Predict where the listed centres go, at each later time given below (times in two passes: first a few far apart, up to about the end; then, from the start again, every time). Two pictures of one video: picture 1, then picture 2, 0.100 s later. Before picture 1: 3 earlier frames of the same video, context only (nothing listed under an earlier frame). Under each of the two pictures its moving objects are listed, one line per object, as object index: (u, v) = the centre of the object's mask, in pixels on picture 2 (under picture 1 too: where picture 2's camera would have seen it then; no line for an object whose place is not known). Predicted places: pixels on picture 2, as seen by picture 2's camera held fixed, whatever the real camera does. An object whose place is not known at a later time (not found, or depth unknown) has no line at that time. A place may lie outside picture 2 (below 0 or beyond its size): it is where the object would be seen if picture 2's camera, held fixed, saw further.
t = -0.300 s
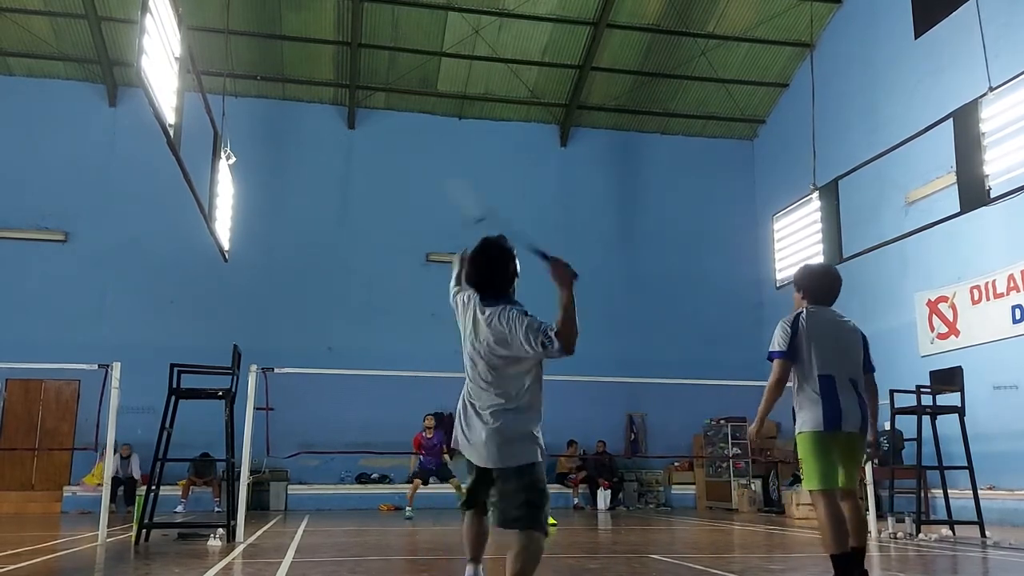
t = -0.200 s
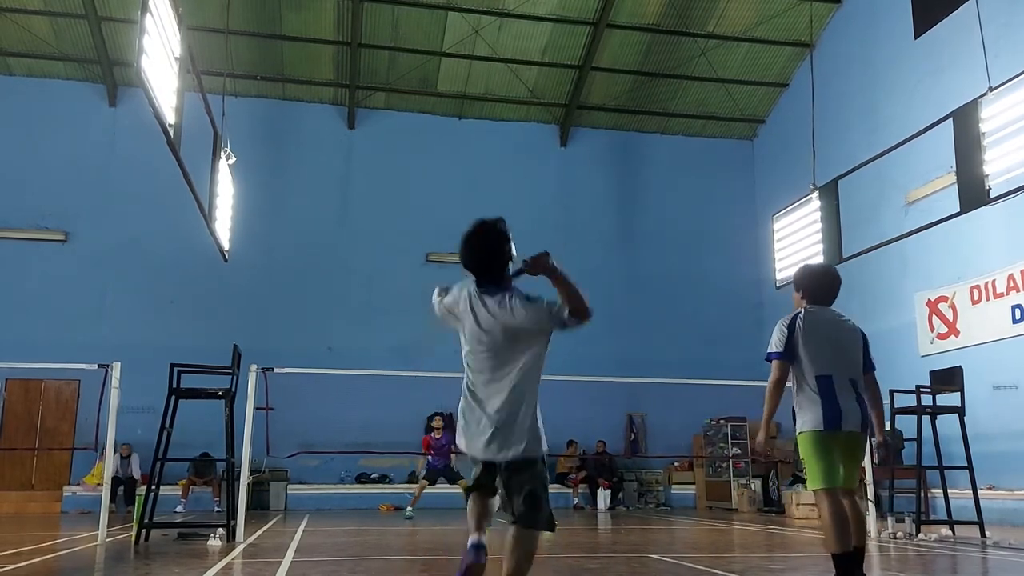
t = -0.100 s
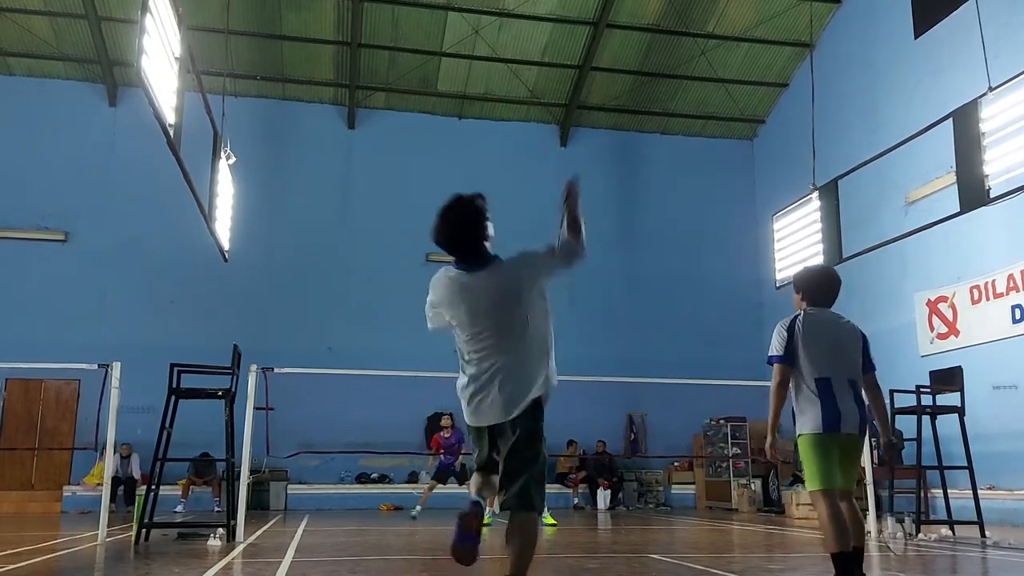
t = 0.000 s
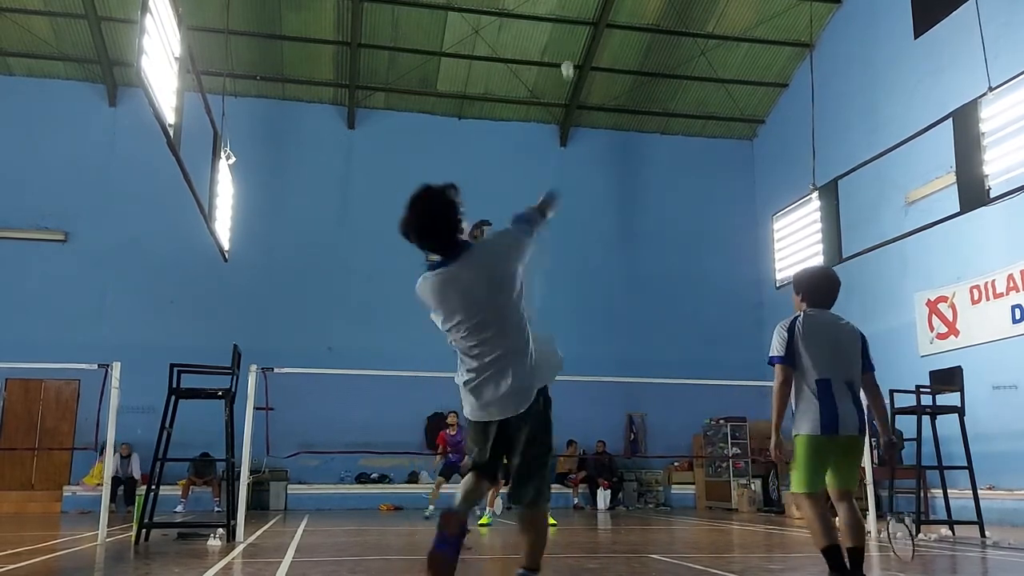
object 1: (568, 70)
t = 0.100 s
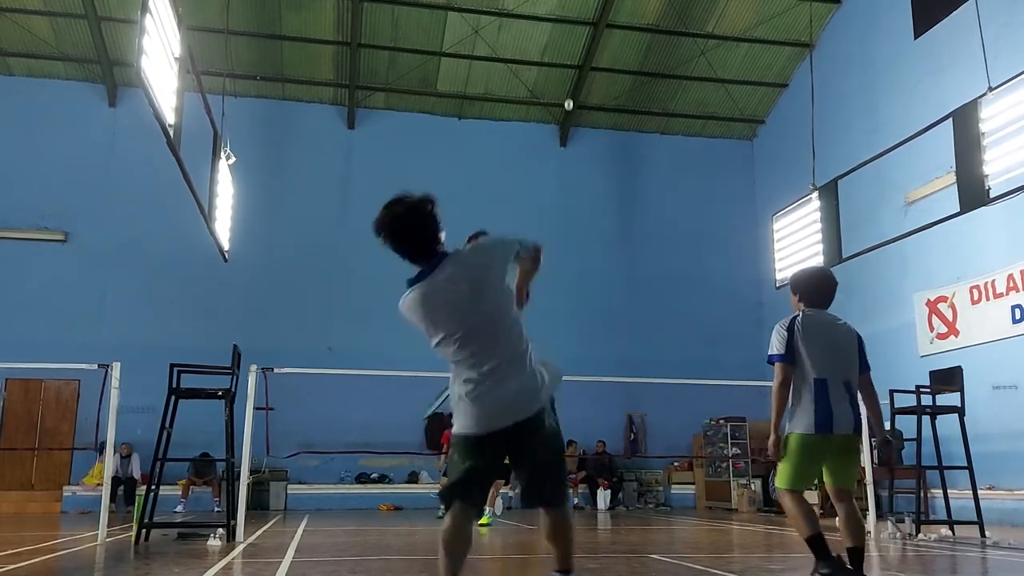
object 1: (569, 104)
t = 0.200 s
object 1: (568, 124)
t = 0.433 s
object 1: (570, 166)
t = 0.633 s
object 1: (572, 210)
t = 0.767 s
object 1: (574, 244)
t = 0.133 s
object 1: (568, 111)
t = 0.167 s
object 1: (568, 118)
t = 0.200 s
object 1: (568, 124)
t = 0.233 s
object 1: (568, 130)
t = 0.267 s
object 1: (568, 136)
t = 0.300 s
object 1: (569, 141)
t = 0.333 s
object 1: (569, 148)
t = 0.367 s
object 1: (569, 153)
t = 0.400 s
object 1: (569, 160)
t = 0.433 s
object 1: (570, 166)
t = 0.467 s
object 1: (570, 173)
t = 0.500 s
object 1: (571, 180)
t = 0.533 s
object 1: (571, 187)
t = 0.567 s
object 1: (571, 195)
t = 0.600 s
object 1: (572, 202)
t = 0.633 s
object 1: (572, 210)
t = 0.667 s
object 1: (573, 218)
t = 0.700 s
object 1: (573, 227)
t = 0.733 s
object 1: (574, 235)
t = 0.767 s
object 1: (574, 244)
